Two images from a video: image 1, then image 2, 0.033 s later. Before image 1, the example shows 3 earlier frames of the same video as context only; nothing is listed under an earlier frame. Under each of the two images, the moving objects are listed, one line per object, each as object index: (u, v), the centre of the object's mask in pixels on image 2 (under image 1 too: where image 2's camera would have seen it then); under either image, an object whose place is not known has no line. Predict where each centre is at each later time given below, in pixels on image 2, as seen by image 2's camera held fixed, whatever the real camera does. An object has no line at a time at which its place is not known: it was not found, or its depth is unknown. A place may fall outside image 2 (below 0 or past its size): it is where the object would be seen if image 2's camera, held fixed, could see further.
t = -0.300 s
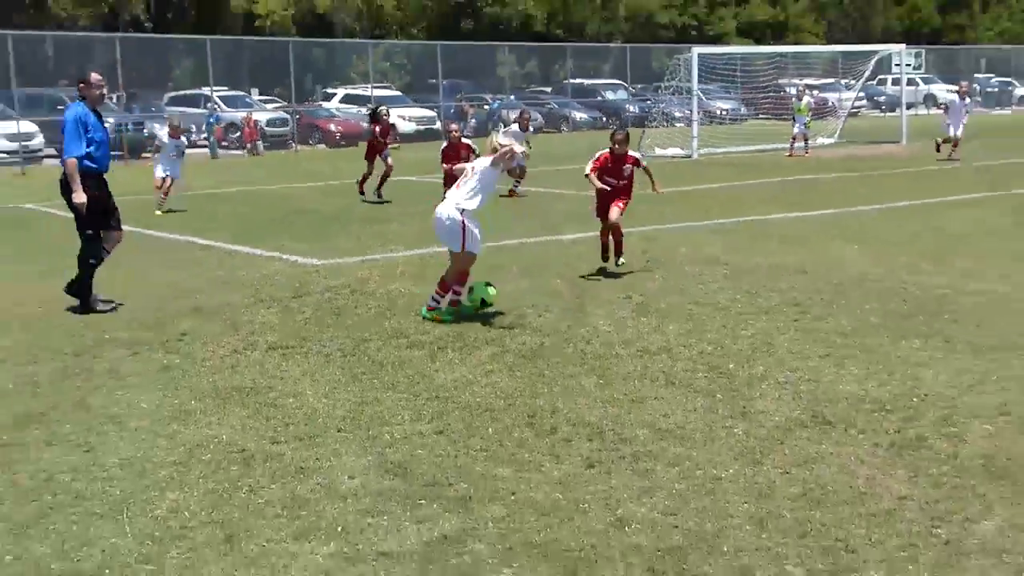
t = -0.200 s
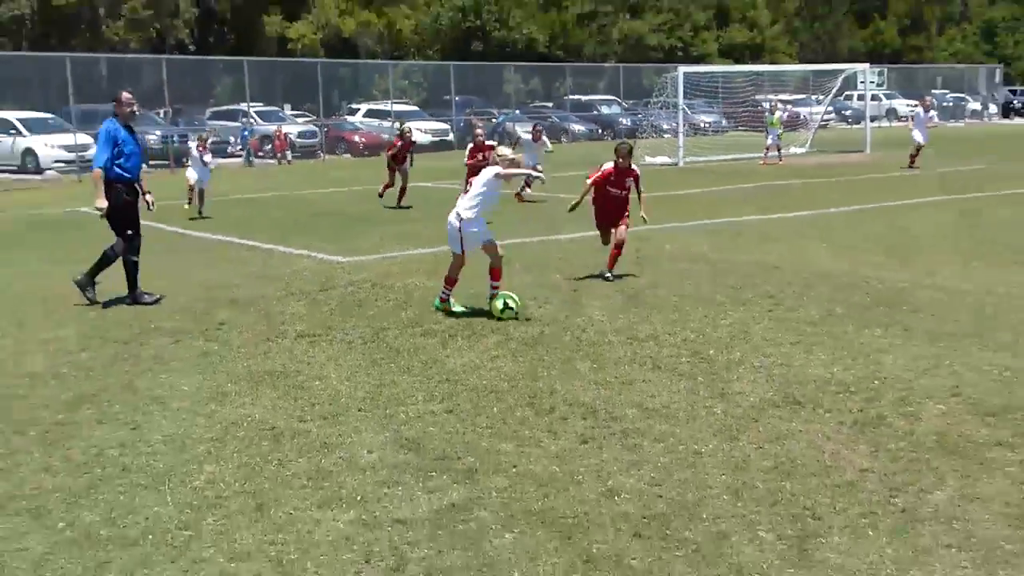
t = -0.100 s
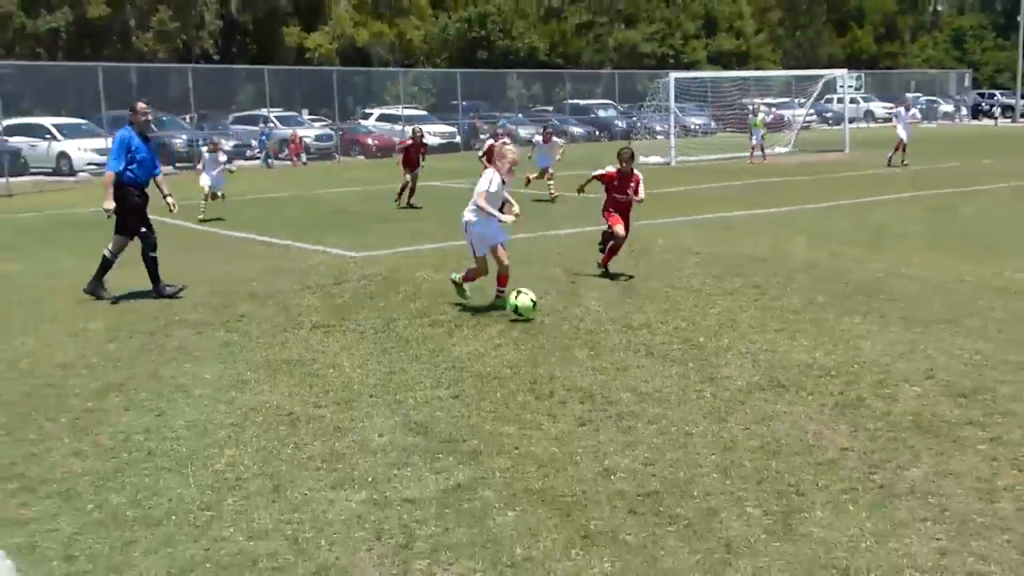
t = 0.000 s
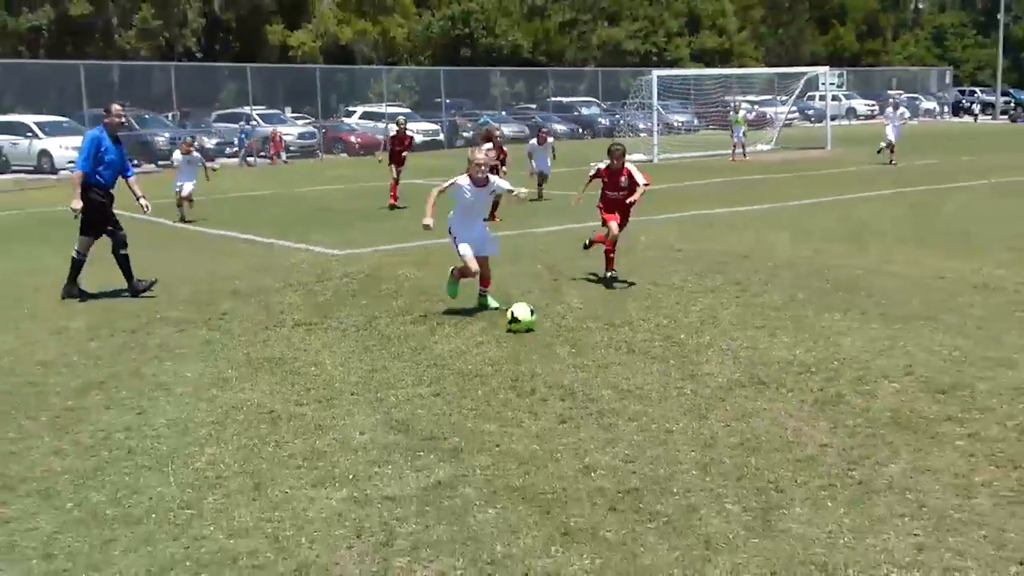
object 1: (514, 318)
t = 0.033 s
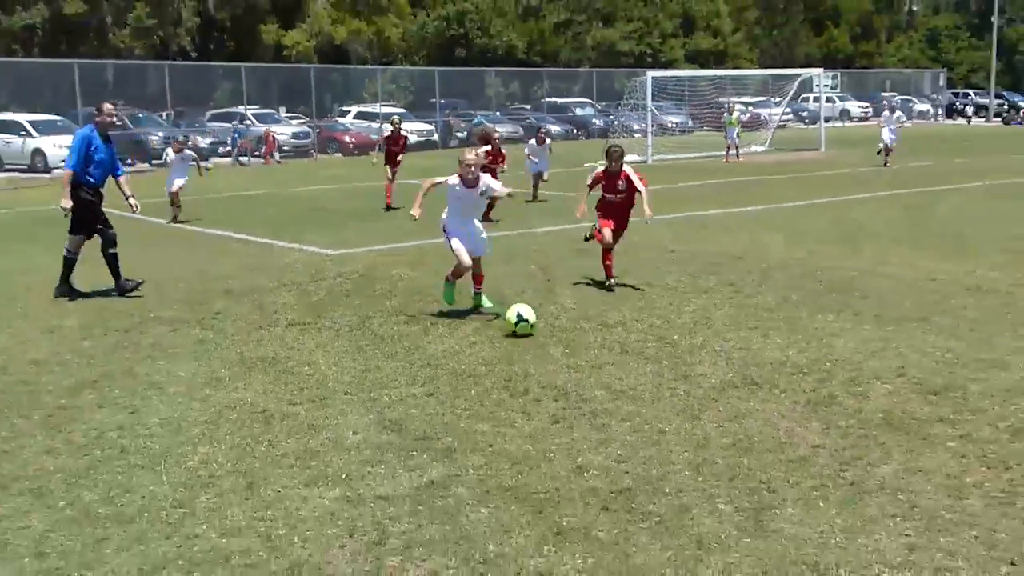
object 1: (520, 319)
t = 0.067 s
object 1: (526, 322)
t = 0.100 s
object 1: (531, 327)
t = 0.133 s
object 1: (537, 332)
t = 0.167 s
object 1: (543, 339)
